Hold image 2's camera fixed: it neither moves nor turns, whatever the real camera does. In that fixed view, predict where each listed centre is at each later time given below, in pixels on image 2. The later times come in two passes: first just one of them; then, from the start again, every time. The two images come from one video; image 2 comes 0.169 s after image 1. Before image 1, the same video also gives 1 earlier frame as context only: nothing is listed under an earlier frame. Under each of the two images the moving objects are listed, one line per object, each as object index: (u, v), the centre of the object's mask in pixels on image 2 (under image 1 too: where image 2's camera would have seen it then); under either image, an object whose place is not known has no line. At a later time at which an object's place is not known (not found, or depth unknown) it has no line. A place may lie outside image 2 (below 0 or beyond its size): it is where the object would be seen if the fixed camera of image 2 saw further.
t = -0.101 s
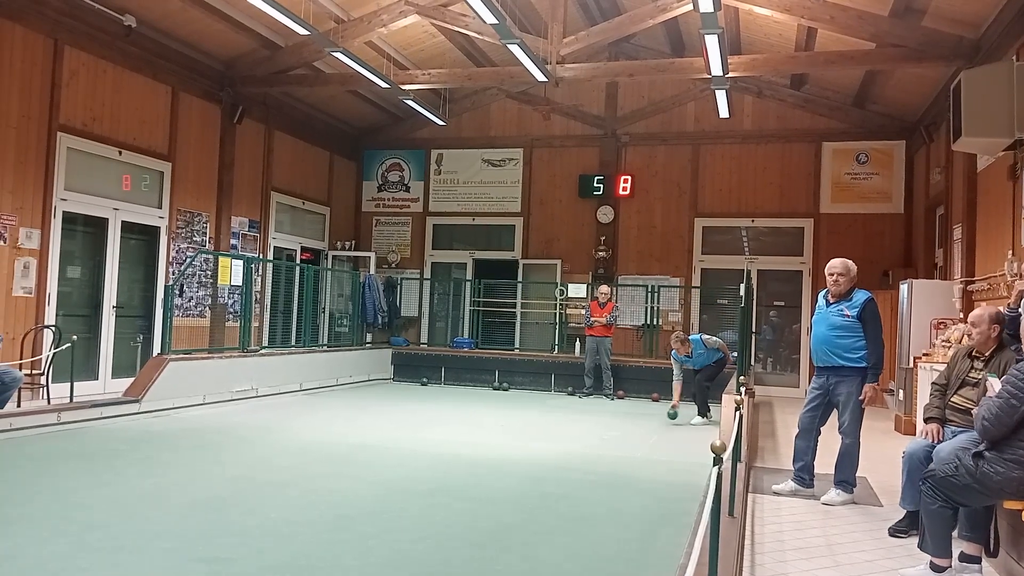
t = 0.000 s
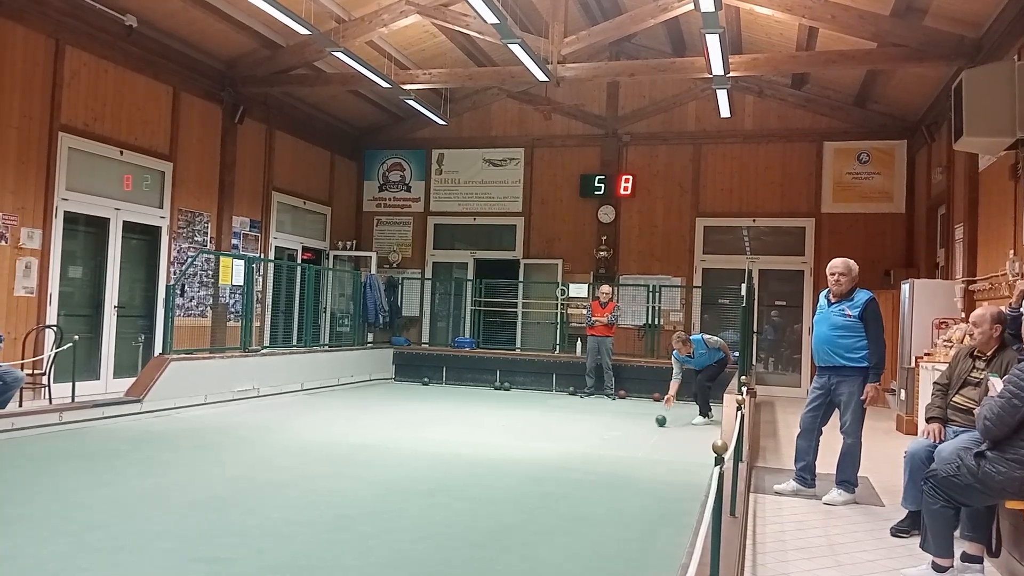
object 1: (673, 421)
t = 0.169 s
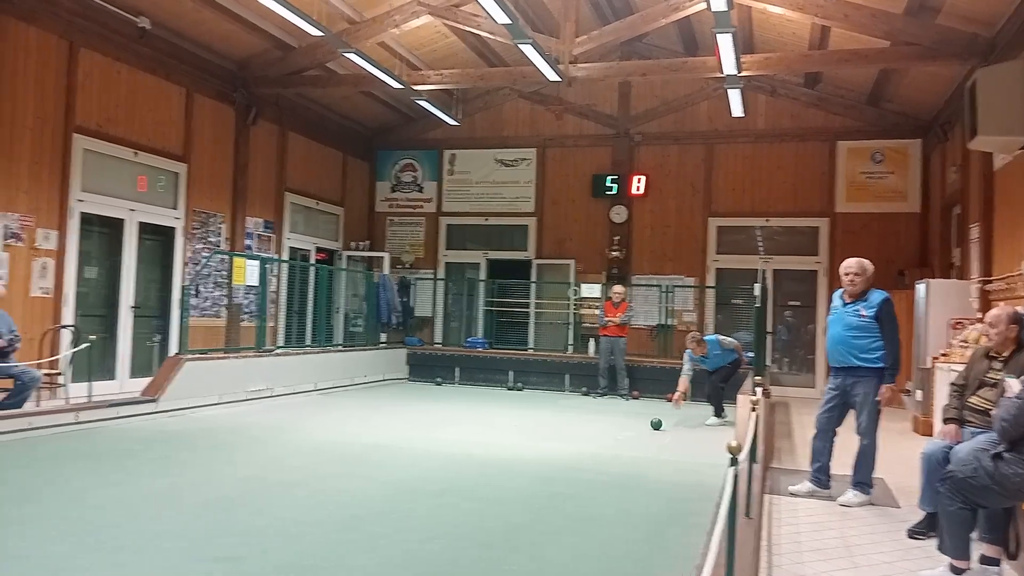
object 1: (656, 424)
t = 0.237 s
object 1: (649, 425)
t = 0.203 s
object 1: (653, 425)
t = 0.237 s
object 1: (649, 425)
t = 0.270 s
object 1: (646, 426)
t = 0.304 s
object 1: (643, 427)
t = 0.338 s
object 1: (639, 427)
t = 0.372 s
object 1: (636, 428)
